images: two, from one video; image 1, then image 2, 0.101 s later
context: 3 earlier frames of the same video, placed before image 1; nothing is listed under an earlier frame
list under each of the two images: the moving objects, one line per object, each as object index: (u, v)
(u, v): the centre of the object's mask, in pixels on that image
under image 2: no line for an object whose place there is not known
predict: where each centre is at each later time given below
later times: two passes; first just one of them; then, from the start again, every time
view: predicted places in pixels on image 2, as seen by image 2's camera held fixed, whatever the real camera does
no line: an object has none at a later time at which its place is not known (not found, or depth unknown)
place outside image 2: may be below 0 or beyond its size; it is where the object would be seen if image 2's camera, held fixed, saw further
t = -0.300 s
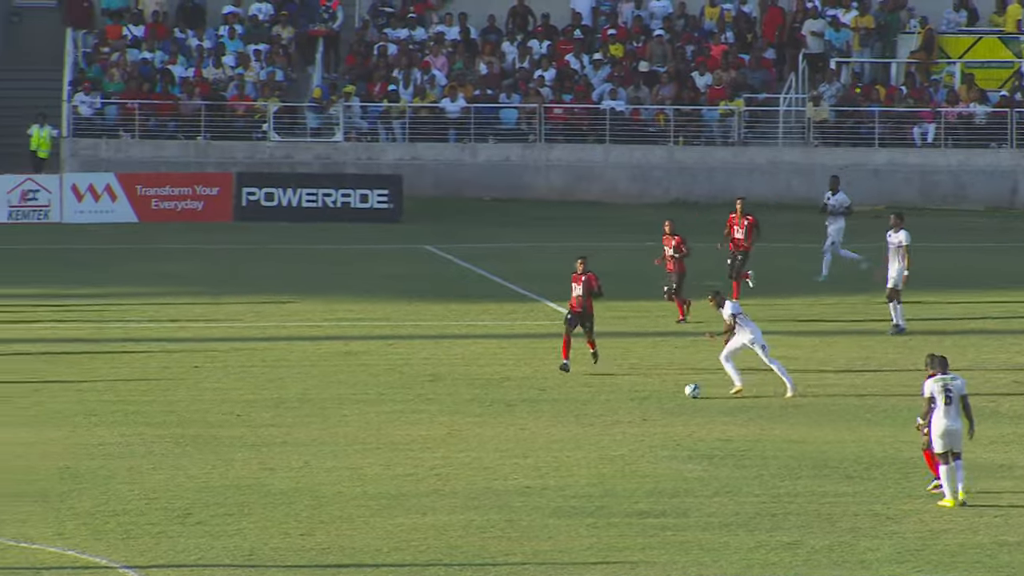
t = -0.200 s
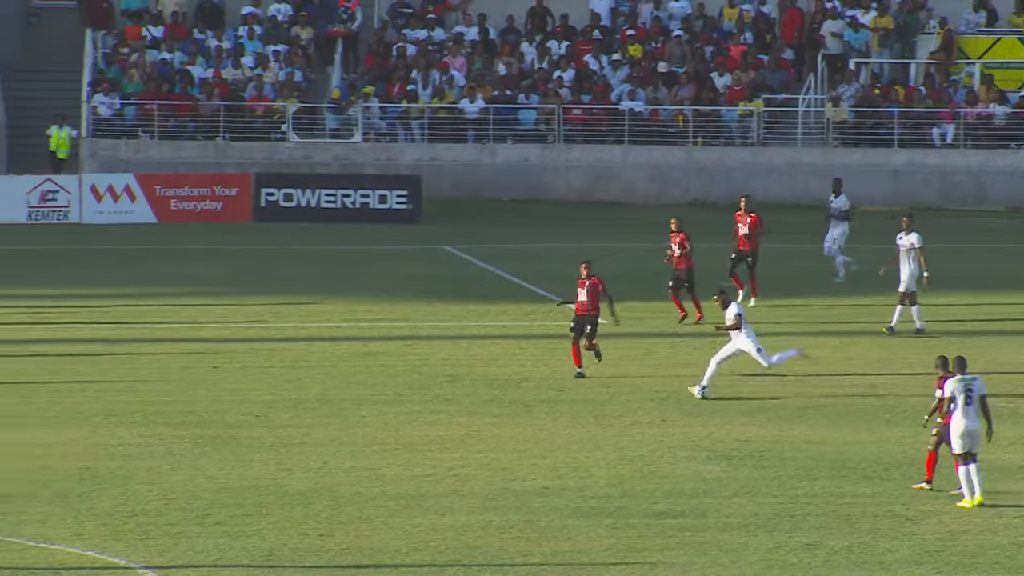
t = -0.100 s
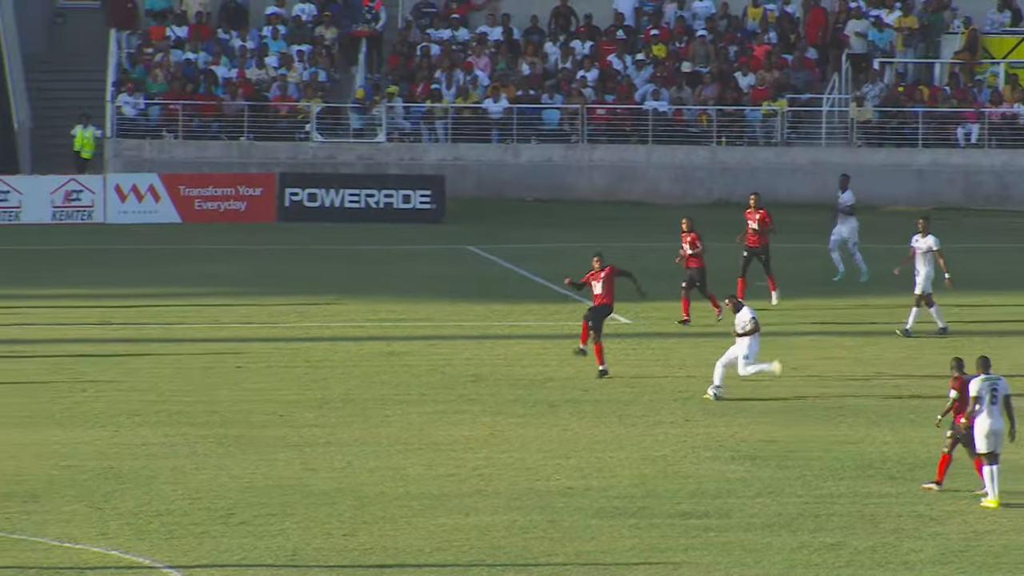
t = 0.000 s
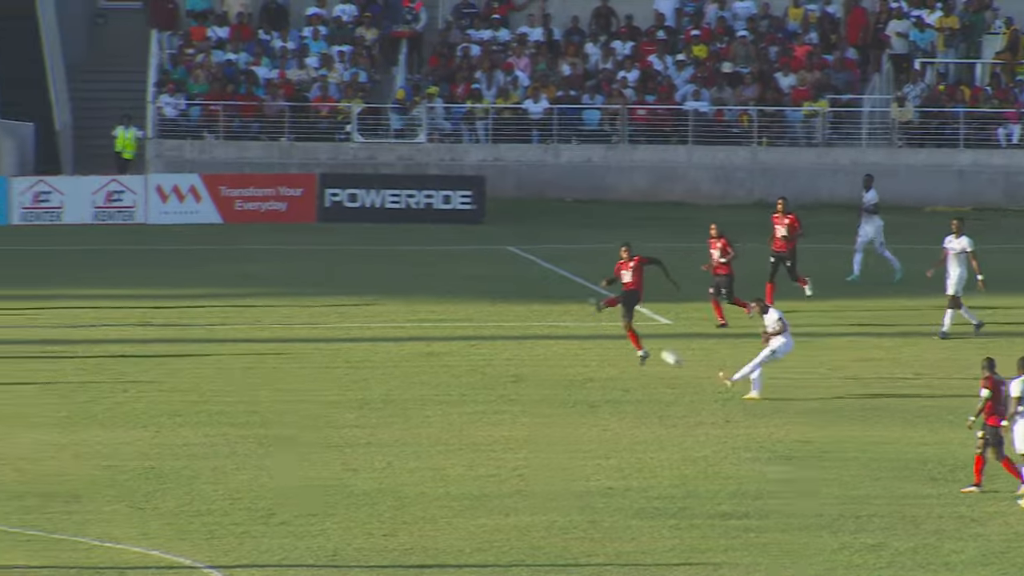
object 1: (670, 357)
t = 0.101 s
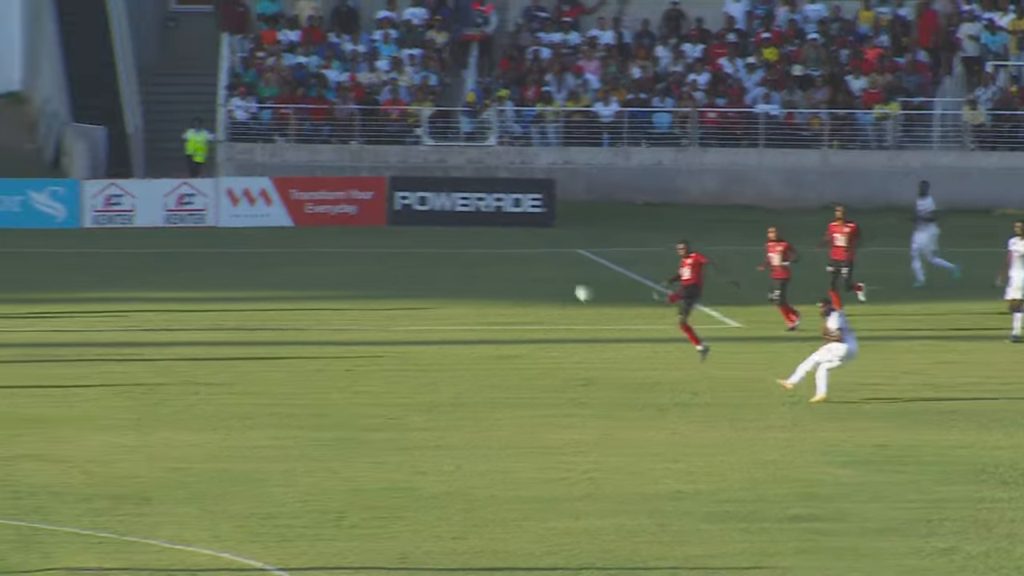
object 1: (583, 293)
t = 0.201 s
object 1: (436, 236)
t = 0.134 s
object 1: (533, 273)
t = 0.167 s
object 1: (484, 255)
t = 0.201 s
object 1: (436, 236)
